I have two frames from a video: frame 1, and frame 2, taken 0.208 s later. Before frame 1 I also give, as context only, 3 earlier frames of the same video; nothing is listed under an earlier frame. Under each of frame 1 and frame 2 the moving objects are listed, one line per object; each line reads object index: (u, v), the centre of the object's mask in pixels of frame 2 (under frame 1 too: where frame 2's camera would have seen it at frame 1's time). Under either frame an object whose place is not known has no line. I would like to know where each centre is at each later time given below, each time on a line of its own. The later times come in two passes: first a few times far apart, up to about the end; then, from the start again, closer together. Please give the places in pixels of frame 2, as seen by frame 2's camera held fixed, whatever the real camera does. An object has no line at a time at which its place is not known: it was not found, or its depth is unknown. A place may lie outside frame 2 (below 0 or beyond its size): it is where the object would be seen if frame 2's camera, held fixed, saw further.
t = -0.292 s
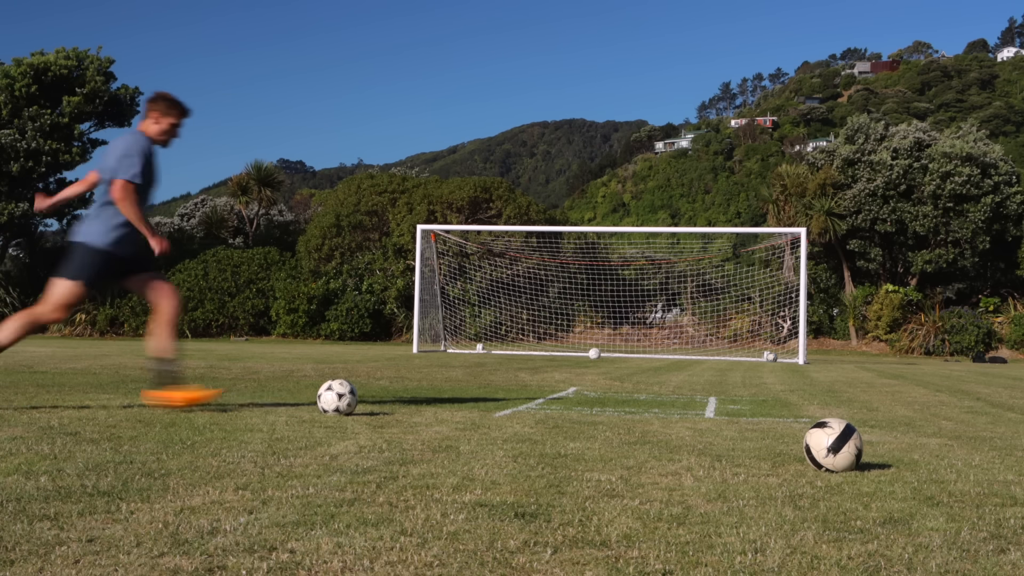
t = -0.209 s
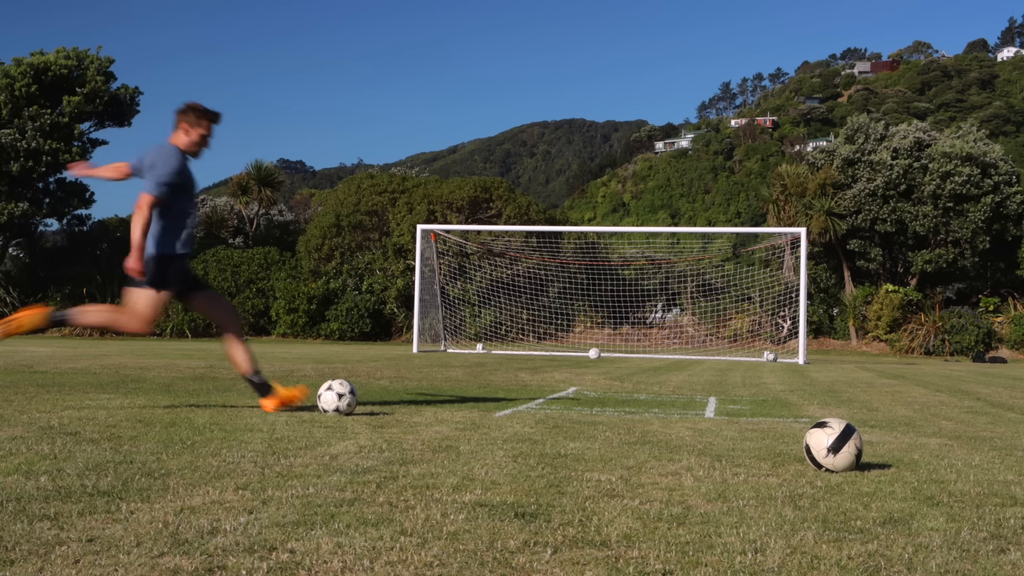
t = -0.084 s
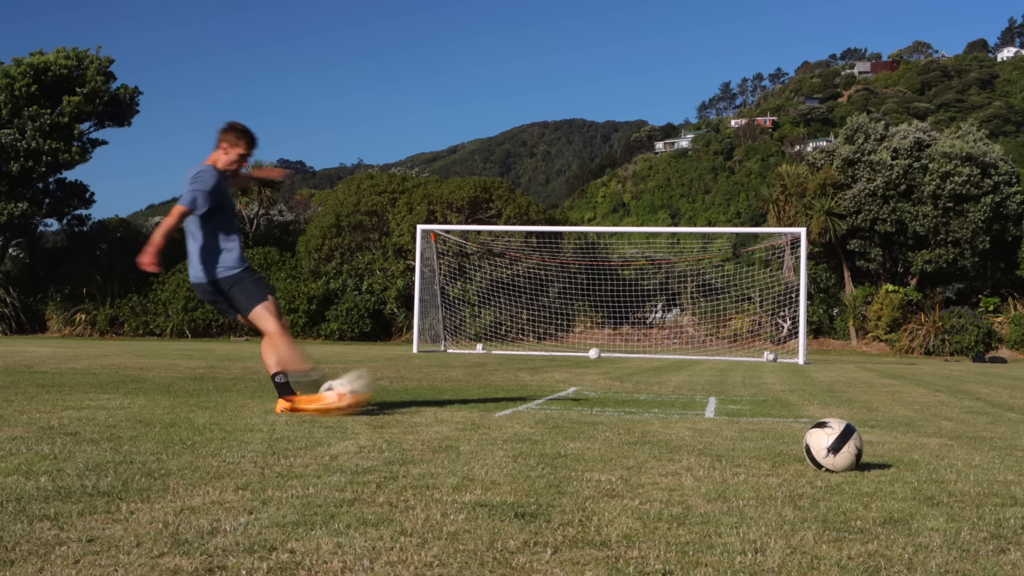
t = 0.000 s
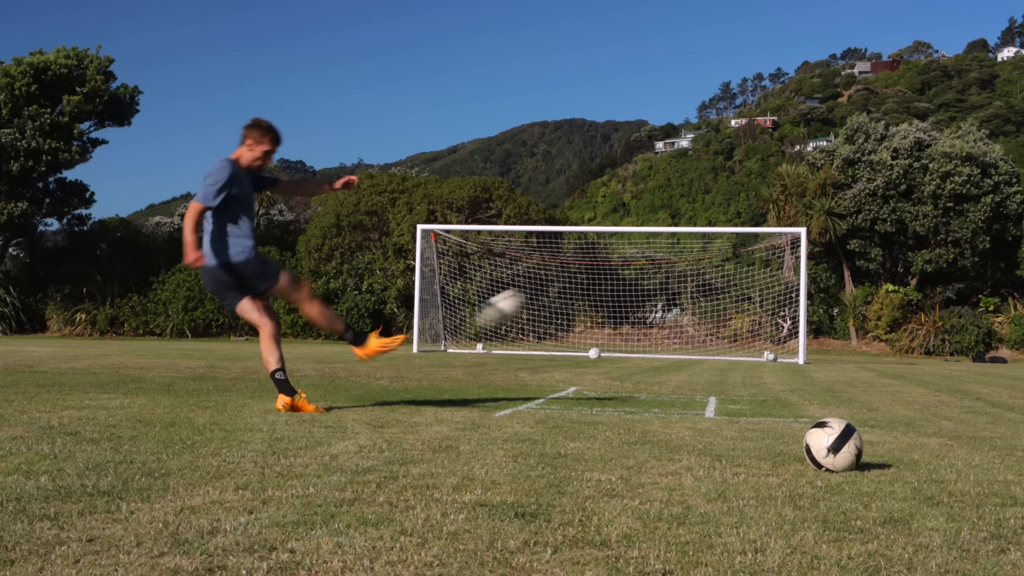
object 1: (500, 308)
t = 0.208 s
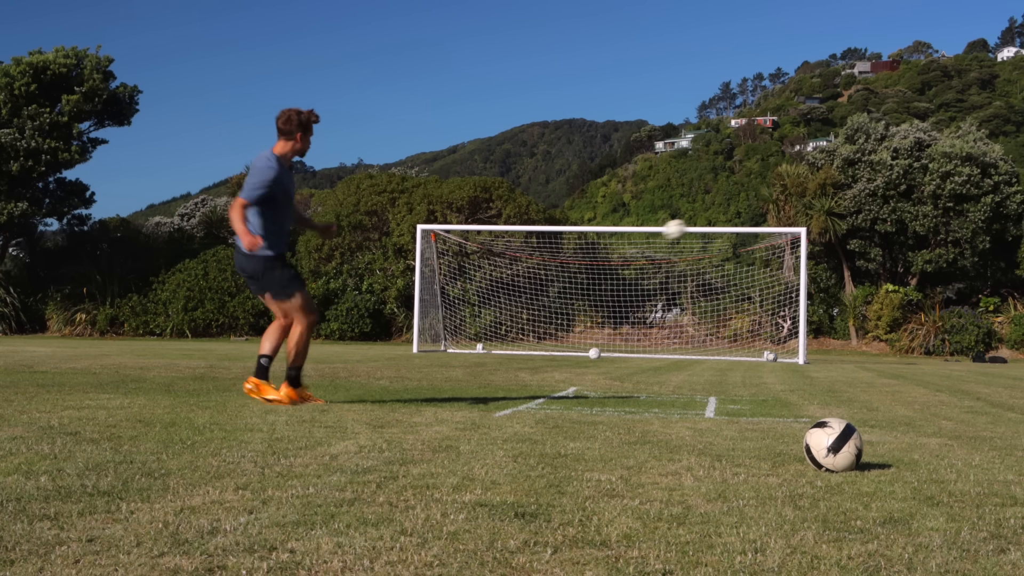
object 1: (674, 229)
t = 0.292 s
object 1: (703, 223)
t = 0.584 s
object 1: (732, 251)
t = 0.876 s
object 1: (720, 313)
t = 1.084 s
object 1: (728, 342)
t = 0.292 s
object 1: (703, 223)
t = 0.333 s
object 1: (712, 224)
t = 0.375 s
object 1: (719, 226)
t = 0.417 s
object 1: (724, 228)
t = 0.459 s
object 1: (728, 233)
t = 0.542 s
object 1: (731, 244)
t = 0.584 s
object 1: (732, 251)
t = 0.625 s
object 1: (732, 258)
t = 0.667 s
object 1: (730, 266)
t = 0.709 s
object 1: (729, 275)
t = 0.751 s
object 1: (727, 284)
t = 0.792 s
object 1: (724, 293)
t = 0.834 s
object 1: (722, 303)
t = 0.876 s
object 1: (720, 313)
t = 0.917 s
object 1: (722, 317)
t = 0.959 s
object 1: (724, 320)
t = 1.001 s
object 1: (727, 324)
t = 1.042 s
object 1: (727, 333)
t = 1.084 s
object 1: (728, 342)
